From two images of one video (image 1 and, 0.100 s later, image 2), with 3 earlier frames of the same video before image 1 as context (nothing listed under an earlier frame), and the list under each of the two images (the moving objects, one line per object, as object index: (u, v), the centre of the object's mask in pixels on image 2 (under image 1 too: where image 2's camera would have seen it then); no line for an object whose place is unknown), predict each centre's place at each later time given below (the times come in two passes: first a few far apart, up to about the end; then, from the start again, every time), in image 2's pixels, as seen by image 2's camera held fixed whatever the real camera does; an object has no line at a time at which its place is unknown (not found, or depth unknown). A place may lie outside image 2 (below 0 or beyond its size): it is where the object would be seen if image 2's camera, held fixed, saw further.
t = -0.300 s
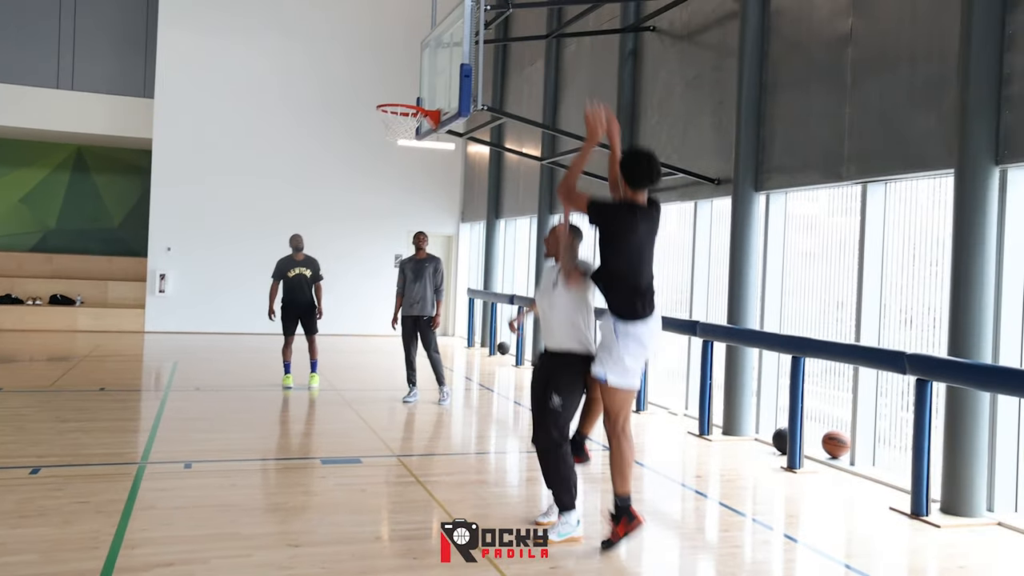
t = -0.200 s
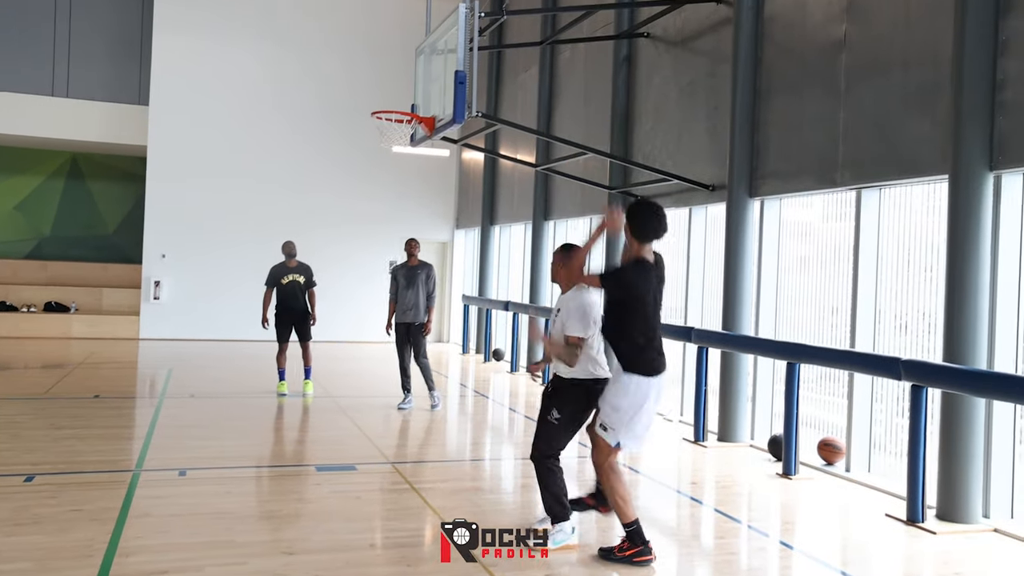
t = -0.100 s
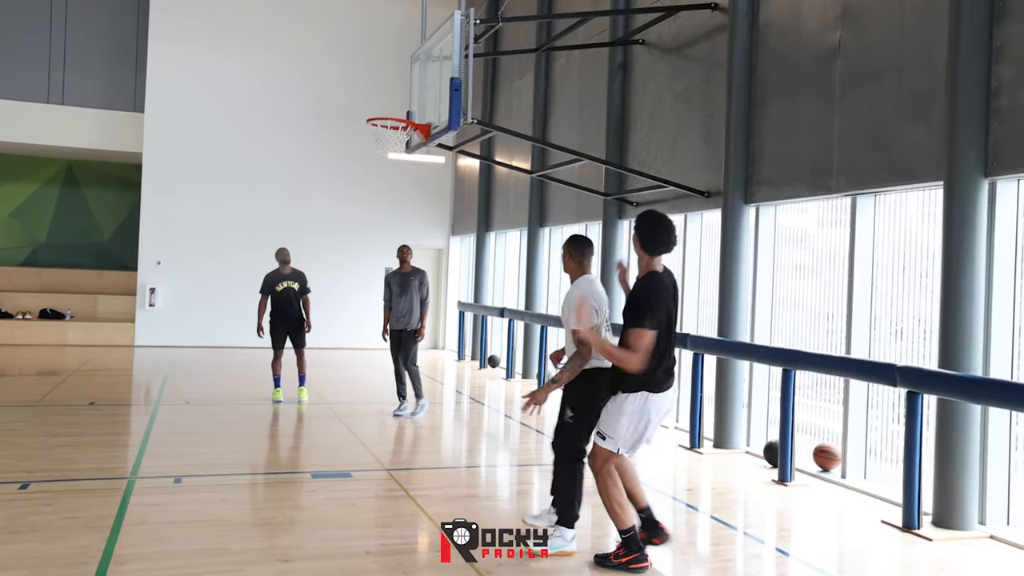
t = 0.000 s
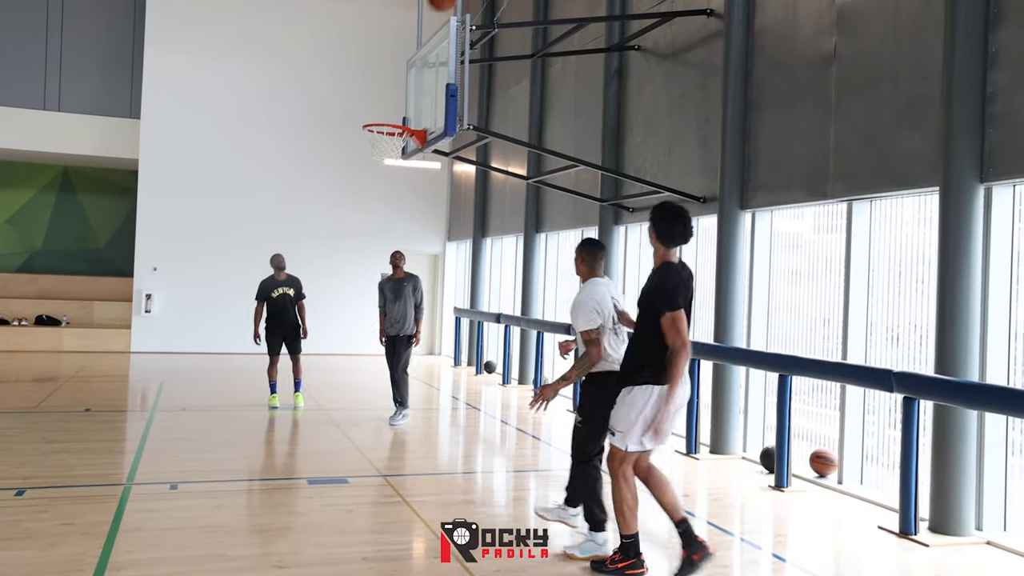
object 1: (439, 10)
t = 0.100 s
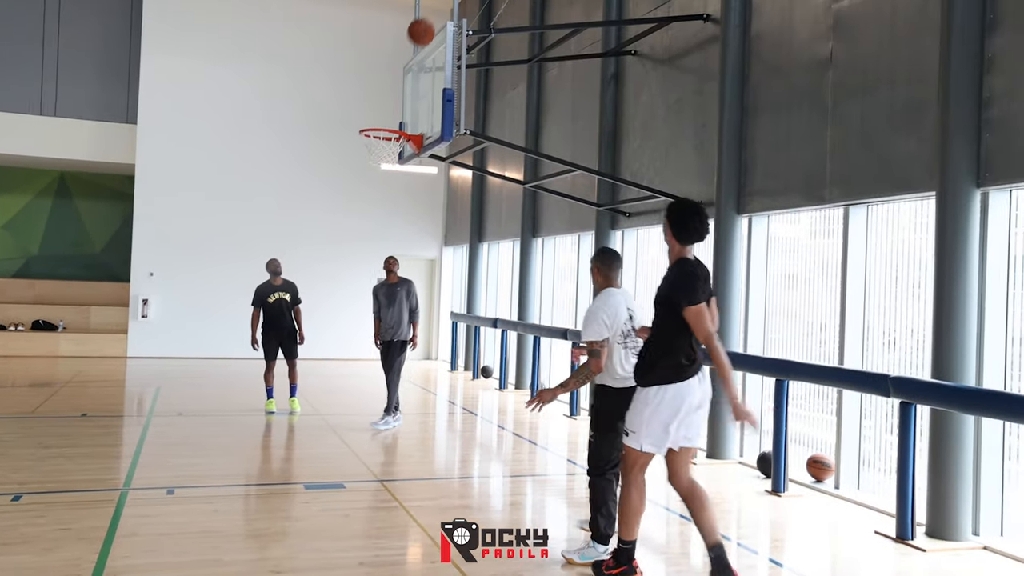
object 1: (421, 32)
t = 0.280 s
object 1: (393, 103)
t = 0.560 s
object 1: (377, 155)
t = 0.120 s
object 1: (417, 38)
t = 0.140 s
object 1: (414, 46)
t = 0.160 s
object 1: (411, 53)
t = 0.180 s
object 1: (408, 61)
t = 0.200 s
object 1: (405, 69)
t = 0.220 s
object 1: (402, 77)
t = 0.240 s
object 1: (399, 86)
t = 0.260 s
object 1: (396, 94)
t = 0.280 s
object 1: (393, 103)
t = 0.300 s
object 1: (390, 113)
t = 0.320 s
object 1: (388, 120)
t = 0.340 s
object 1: (385, 128)
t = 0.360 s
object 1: (382, 134)
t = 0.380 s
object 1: (380, 140)
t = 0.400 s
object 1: (378, 143)
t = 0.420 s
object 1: (378, 156)
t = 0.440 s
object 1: (379, 151)
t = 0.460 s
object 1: (379, 151)
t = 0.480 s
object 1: (378, 151)
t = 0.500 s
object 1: (378, 152)
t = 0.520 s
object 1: (378, 152)
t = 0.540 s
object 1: (377, 153)
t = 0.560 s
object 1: (377, 155)
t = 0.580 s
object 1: (377, 157)
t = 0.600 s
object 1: (377, 160)
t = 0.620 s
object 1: (377, 163)
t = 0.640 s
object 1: (377, 166)
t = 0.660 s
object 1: (377, 170)
